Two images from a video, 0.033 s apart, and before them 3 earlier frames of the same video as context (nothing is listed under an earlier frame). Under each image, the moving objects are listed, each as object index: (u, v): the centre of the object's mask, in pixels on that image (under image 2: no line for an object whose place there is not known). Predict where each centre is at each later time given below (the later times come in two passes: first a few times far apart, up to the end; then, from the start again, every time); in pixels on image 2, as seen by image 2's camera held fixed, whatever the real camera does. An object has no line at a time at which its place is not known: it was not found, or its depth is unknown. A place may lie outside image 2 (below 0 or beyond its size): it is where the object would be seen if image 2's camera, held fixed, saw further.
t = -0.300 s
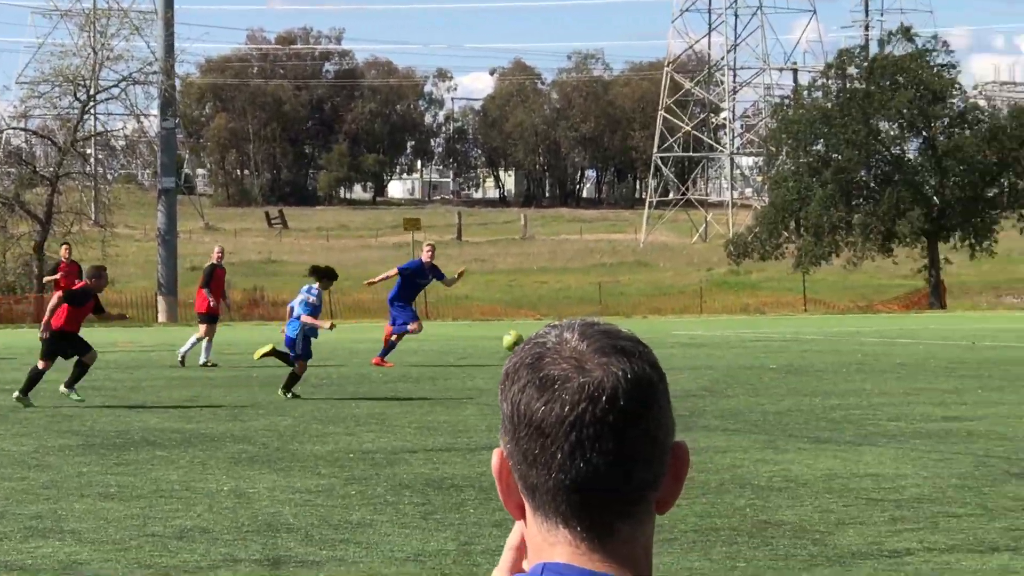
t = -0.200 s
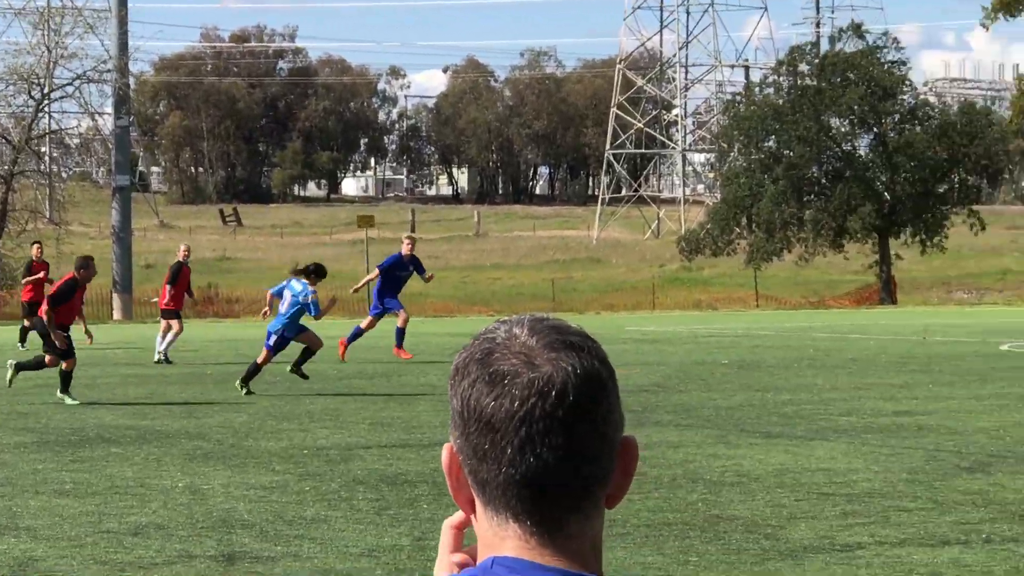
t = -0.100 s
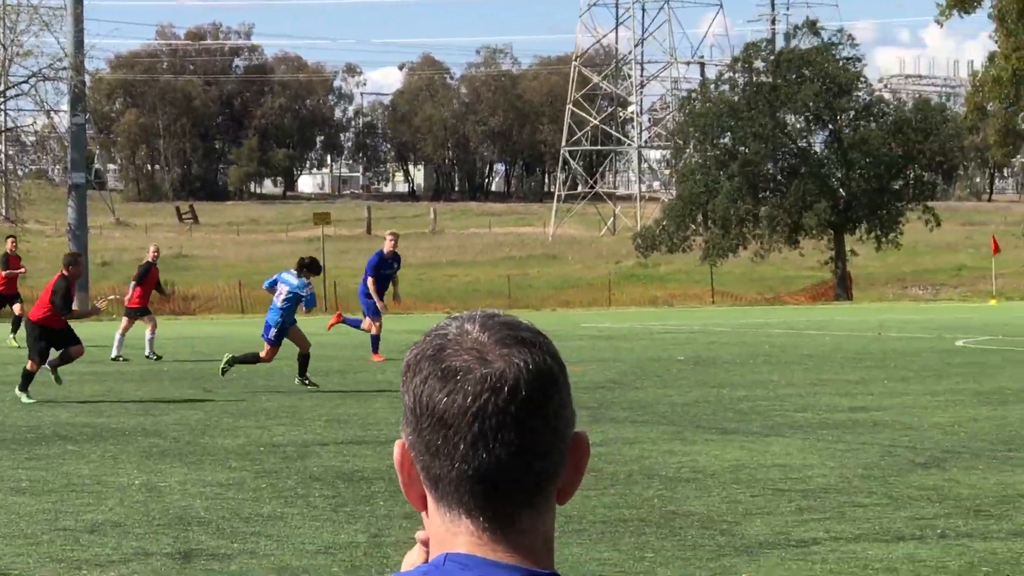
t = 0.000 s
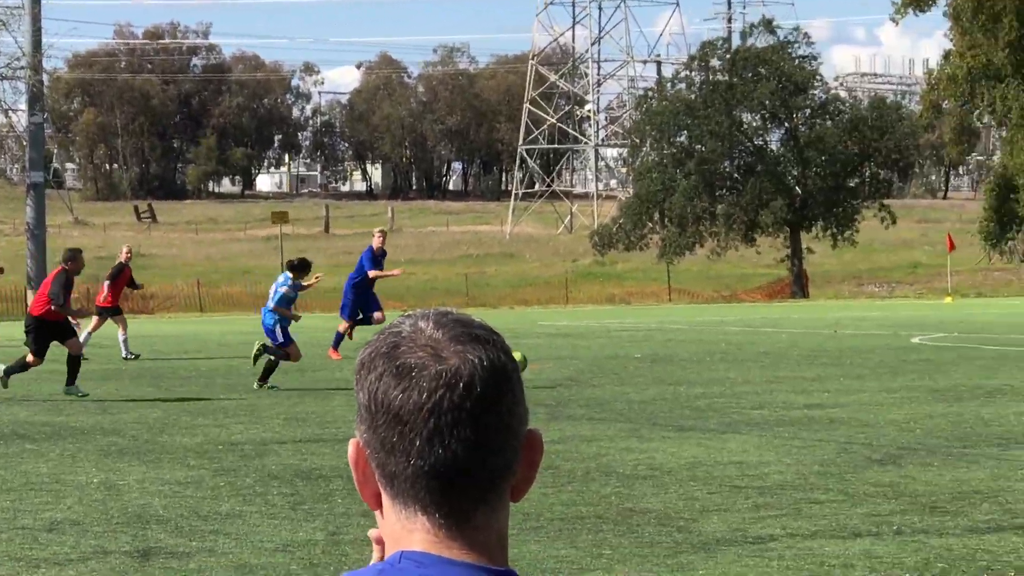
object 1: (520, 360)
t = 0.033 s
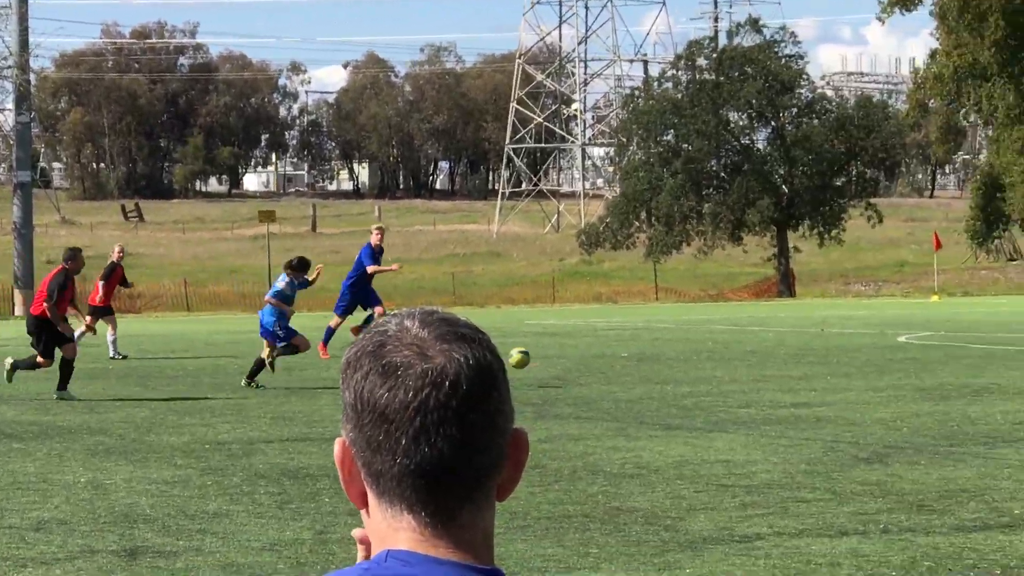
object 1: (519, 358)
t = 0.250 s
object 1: (618, 362)
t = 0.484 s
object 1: (727, 372)
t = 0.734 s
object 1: (854, 386)
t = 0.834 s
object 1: (908, 385)
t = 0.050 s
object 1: (526, 357)
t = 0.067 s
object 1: (534, 356)
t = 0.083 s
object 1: (541, 355)
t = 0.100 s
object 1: (549, 354)
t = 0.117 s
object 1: (557, 354)
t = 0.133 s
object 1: (565, 354)
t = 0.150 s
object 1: (572, 354)
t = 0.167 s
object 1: (579, 355)
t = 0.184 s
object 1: (586, 355)
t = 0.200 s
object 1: (595, 356)
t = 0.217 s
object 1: (603, 357)
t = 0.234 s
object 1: (611, 359)
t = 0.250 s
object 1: (618, 362)
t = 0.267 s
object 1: (625, 364)
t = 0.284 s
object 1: (633, 366)
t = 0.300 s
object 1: (641, 369)
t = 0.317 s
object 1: (649, 372)
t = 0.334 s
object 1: (657, 376)
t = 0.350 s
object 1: (664, 380)
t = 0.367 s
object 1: (672, 382)
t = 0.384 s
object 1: (680, 379)
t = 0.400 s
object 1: (688, 377)
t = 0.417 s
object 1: (696, 376)
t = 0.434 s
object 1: (704, 374)
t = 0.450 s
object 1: (712, 373)
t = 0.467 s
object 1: (720, 372)
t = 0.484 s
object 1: (727, 372)
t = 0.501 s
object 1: (736, 371)
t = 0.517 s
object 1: (744, 371)
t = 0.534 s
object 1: (753, 371)
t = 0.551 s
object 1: (761, 372)
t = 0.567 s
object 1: (769, 373)
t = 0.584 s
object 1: (777, 374)
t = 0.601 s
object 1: (785, 375)
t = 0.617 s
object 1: (794, 376)
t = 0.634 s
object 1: (802, 379)
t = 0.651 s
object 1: (810, 381)
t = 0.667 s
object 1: (819, 384)
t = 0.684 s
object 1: (827, 387)
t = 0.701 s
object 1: (836, 388)
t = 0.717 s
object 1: (846, 387)
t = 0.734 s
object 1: (854, 386)
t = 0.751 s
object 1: (863, 385)
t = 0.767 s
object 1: (872, 385)
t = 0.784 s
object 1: (880, 384)
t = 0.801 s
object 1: (889, 384)
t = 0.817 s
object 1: (898, 385)
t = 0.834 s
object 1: (908, 385)
